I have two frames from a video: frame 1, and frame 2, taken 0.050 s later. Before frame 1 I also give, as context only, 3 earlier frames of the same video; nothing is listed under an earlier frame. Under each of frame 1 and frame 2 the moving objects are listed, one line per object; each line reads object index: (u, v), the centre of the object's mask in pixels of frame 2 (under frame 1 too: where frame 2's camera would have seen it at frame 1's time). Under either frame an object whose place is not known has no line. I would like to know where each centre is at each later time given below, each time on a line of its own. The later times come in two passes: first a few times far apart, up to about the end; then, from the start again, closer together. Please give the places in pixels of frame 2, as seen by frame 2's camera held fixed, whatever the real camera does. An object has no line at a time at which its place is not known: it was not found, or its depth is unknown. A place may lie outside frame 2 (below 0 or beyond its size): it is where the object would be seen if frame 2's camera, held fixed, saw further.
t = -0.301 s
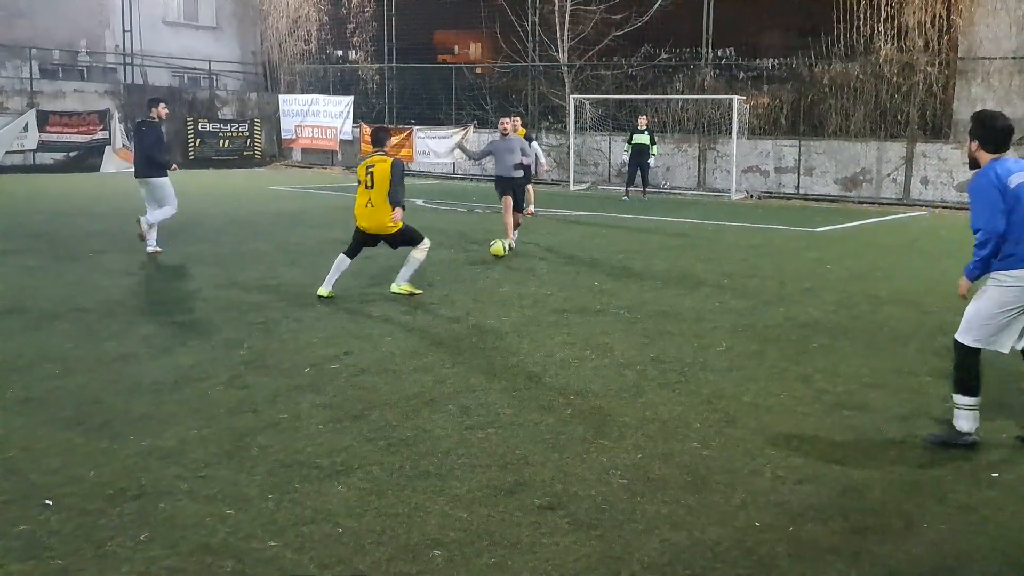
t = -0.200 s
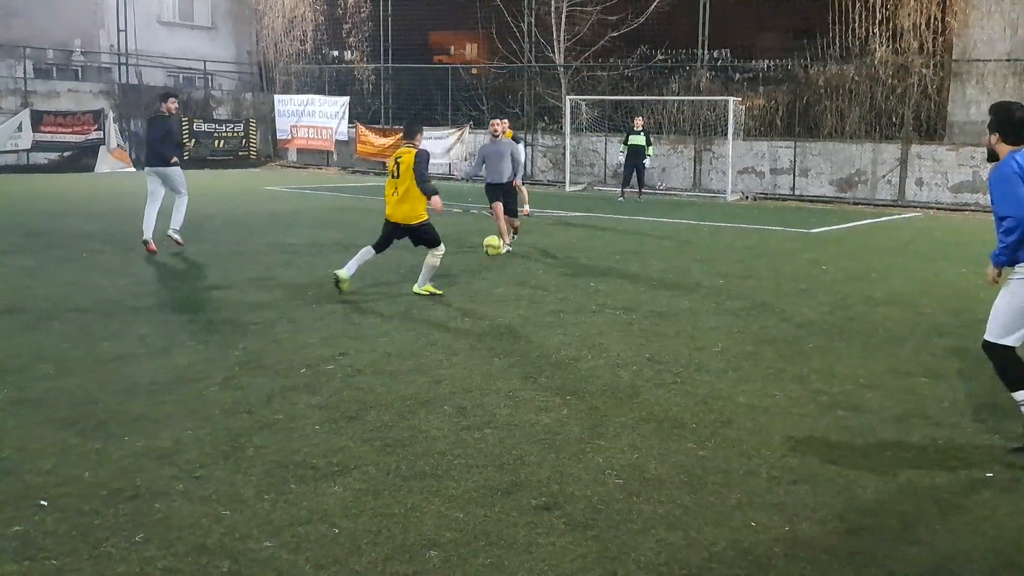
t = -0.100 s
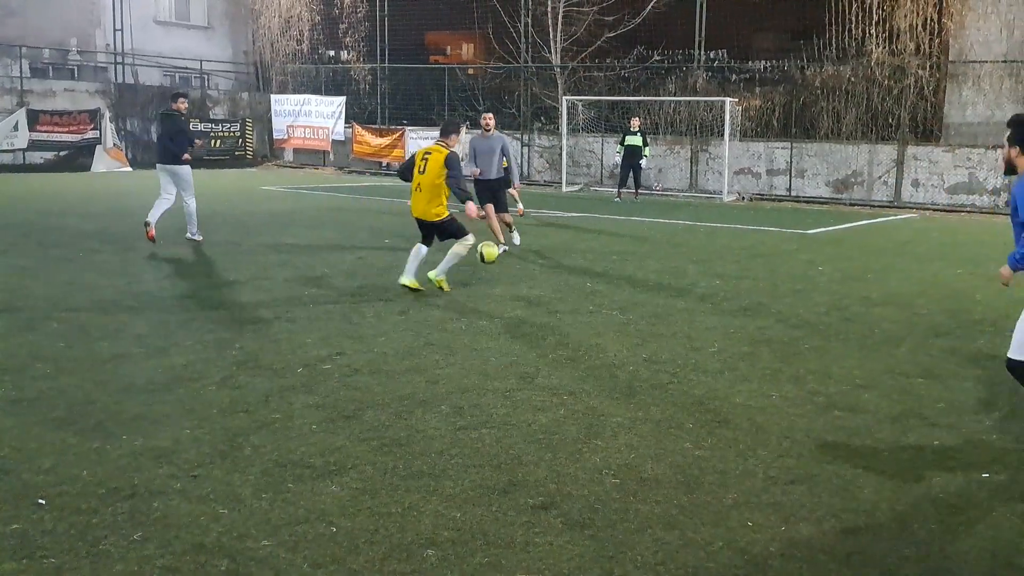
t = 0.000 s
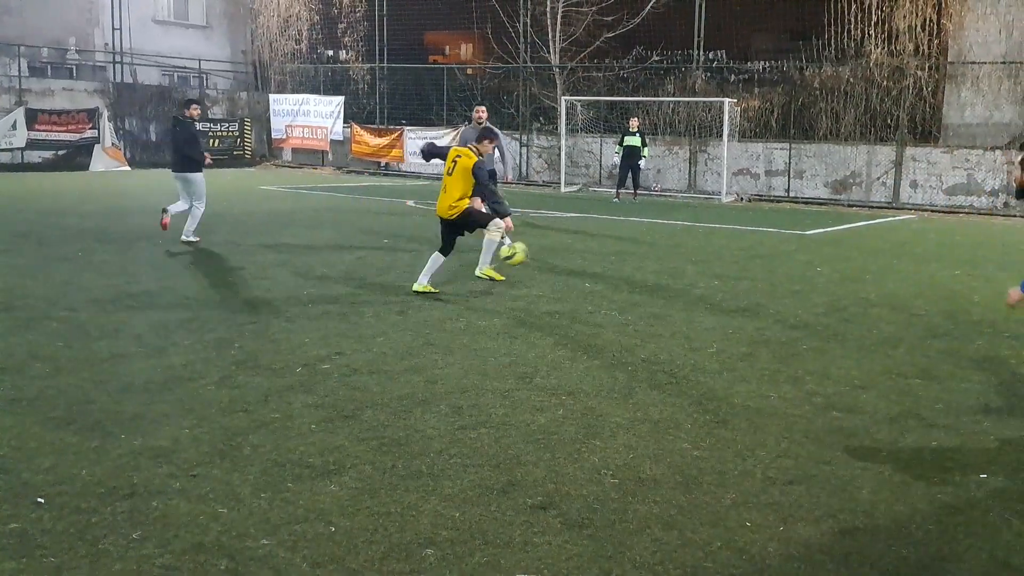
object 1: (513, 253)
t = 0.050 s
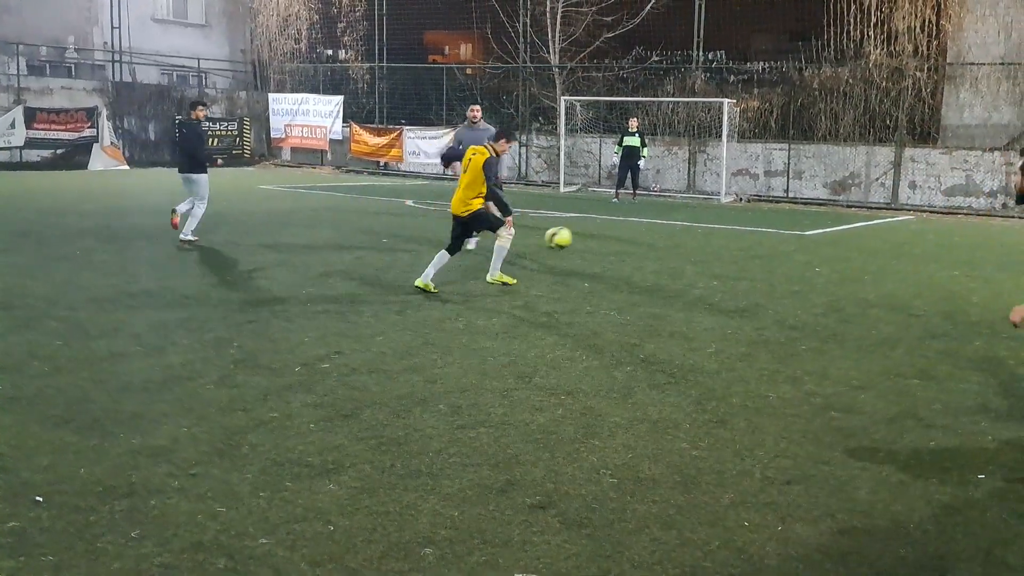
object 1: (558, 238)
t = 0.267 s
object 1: (753, 202)
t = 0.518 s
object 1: (972, 224)
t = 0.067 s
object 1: (574, 233)
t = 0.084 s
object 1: (588, 229)
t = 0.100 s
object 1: (604, 225)
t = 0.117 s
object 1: (620, 221)
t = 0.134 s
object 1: (633, 219)
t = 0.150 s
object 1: (649, 216)
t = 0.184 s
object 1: (678, 210)
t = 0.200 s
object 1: (695, 208)
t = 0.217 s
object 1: (709, 206)
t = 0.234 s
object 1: (723, 205)
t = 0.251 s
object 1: (740, 204)
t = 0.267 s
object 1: (753, 202)
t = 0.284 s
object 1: (767, 201)
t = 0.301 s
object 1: (784, 201)
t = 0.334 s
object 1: (811, 201)
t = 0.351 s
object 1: (827, 202)
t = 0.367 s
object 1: (840, 202)
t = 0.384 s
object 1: (855, 204)
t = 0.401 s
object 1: (871, 205)
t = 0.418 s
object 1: (883, 207)
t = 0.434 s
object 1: (898, 209)
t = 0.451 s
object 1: (915, 212)
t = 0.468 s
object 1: (928, 214)
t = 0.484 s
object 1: (943, 217)
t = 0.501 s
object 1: (958, 221)
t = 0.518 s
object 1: (972, 224)
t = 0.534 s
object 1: (986, 228)
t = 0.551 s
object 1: (1002, 232)
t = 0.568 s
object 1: (1014, 236)
